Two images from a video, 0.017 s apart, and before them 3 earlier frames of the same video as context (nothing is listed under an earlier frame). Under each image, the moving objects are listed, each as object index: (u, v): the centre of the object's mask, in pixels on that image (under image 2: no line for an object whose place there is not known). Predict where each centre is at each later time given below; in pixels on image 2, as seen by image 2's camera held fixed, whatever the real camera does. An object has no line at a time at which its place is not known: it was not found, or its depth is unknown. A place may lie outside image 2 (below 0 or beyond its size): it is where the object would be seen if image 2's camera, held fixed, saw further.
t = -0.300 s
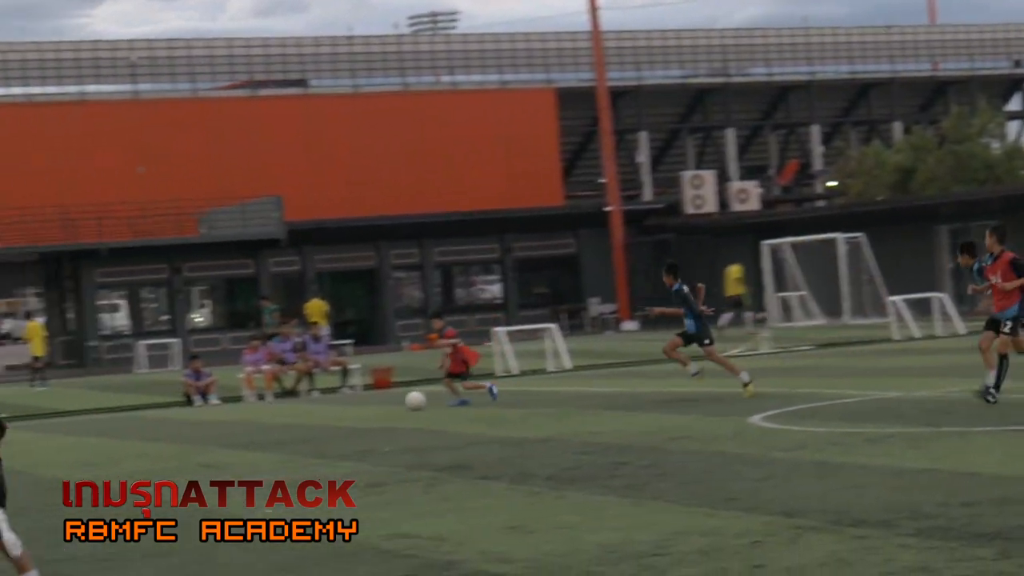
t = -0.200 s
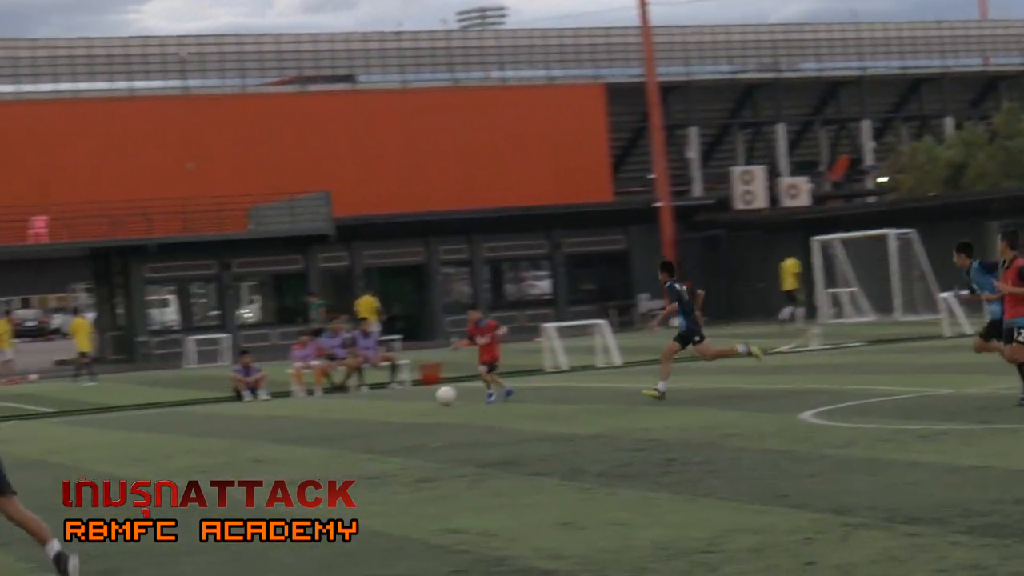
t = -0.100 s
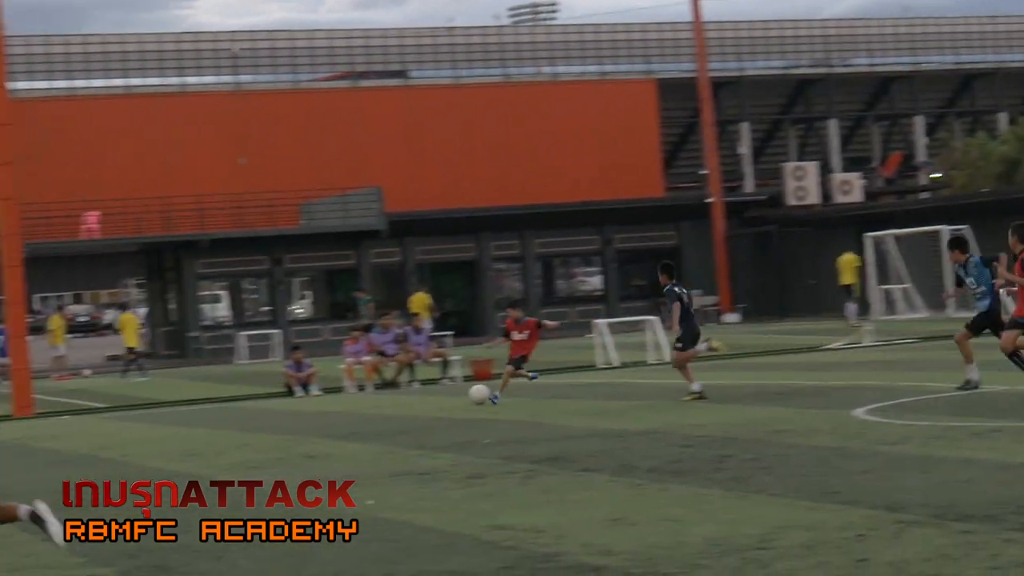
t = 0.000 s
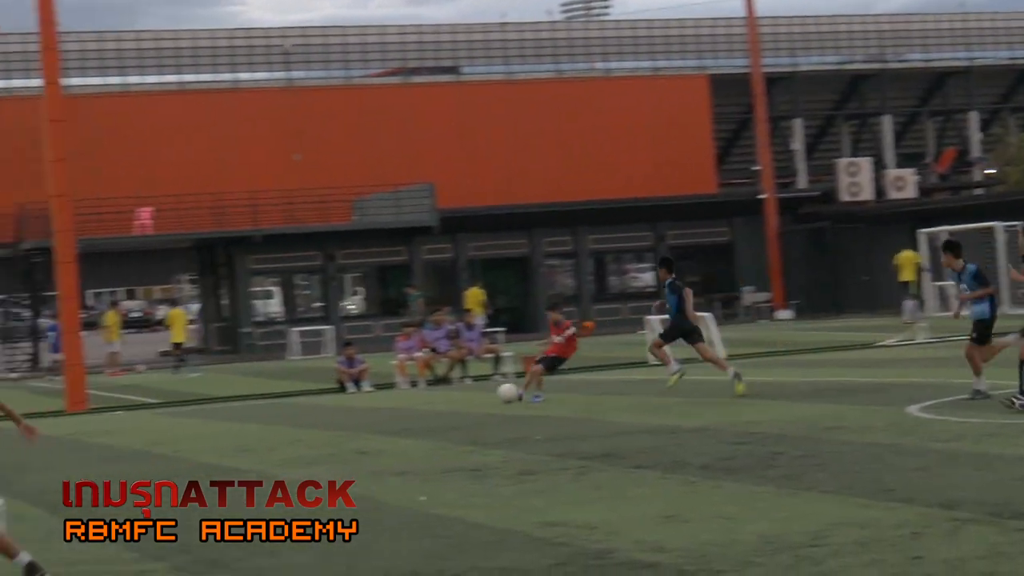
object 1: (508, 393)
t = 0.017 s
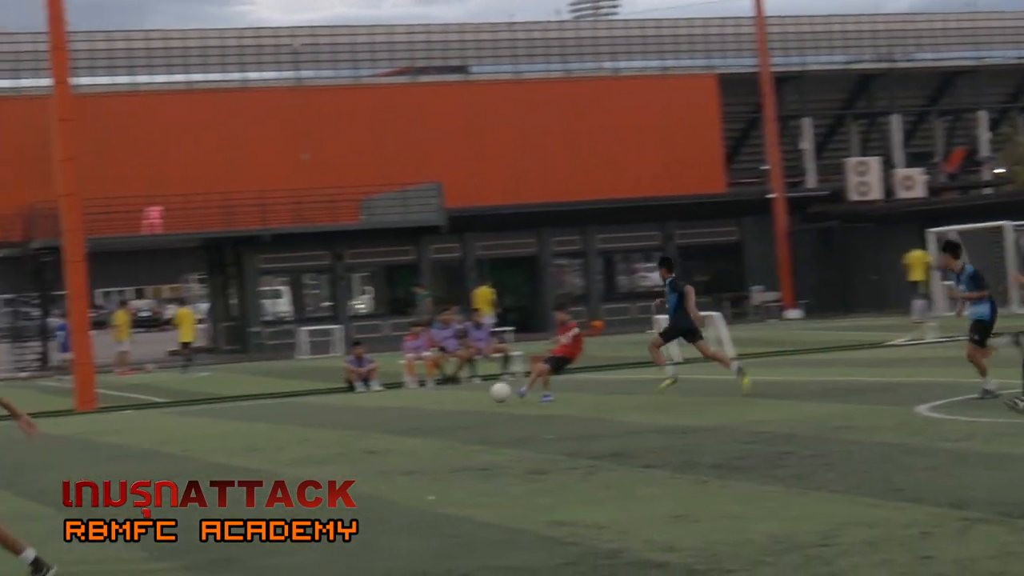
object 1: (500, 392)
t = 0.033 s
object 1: (485, 392)
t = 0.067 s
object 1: (452, 394)
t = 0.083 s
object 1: (436, 396)
